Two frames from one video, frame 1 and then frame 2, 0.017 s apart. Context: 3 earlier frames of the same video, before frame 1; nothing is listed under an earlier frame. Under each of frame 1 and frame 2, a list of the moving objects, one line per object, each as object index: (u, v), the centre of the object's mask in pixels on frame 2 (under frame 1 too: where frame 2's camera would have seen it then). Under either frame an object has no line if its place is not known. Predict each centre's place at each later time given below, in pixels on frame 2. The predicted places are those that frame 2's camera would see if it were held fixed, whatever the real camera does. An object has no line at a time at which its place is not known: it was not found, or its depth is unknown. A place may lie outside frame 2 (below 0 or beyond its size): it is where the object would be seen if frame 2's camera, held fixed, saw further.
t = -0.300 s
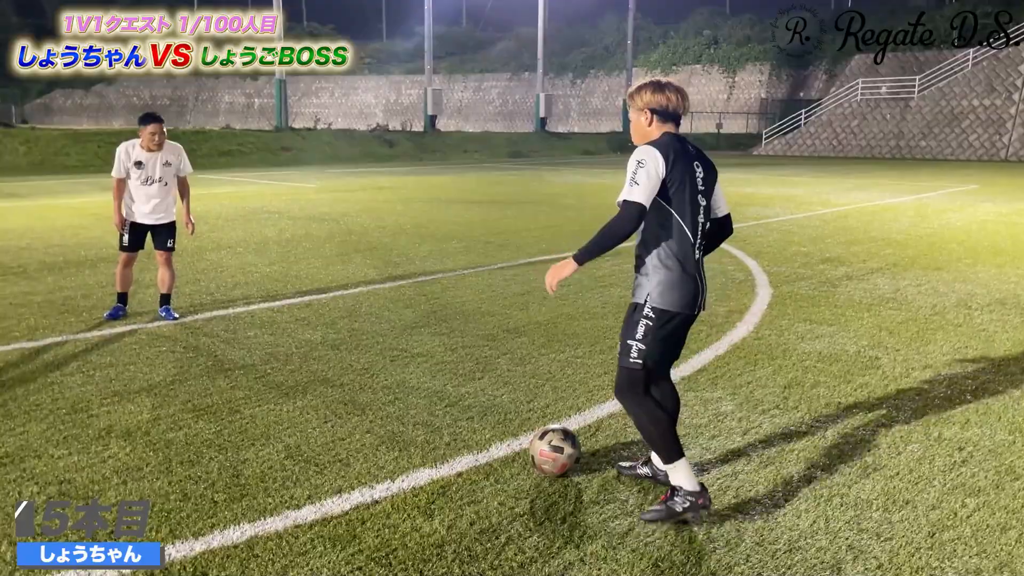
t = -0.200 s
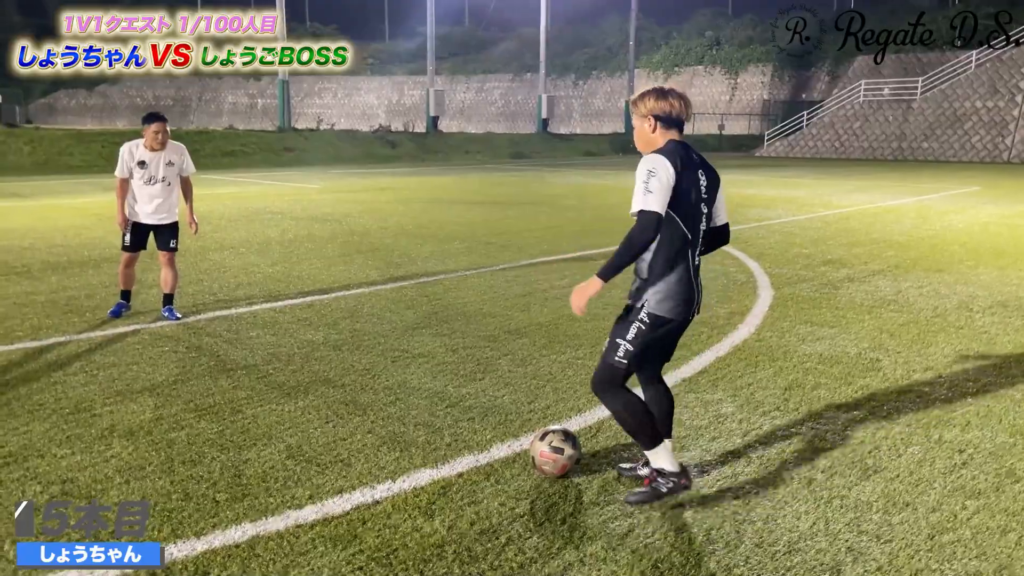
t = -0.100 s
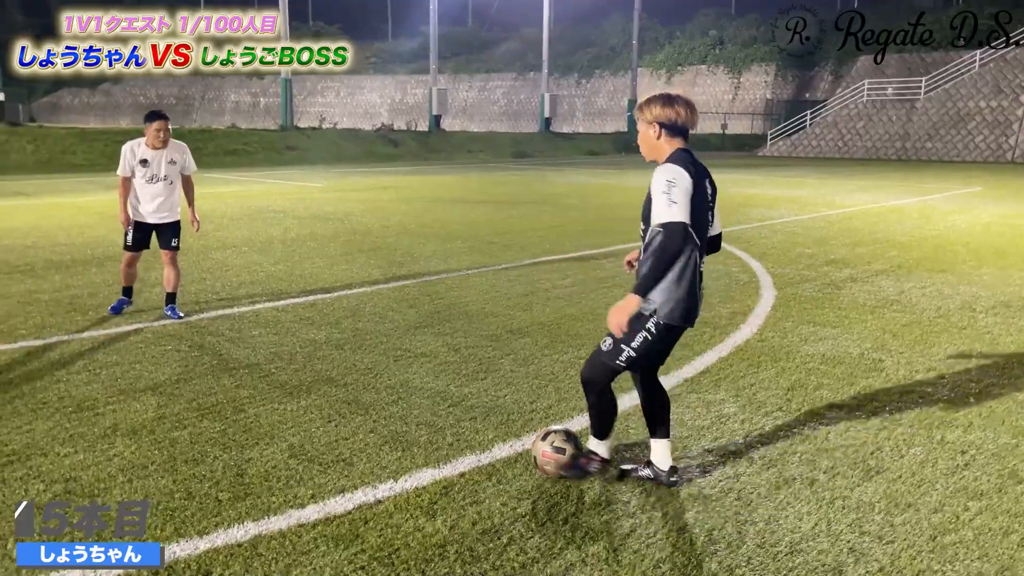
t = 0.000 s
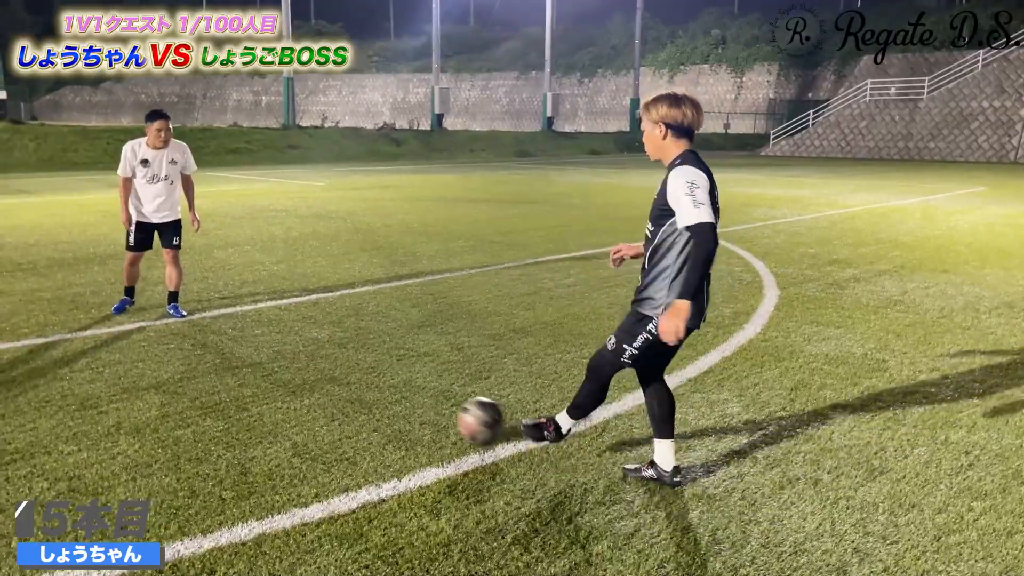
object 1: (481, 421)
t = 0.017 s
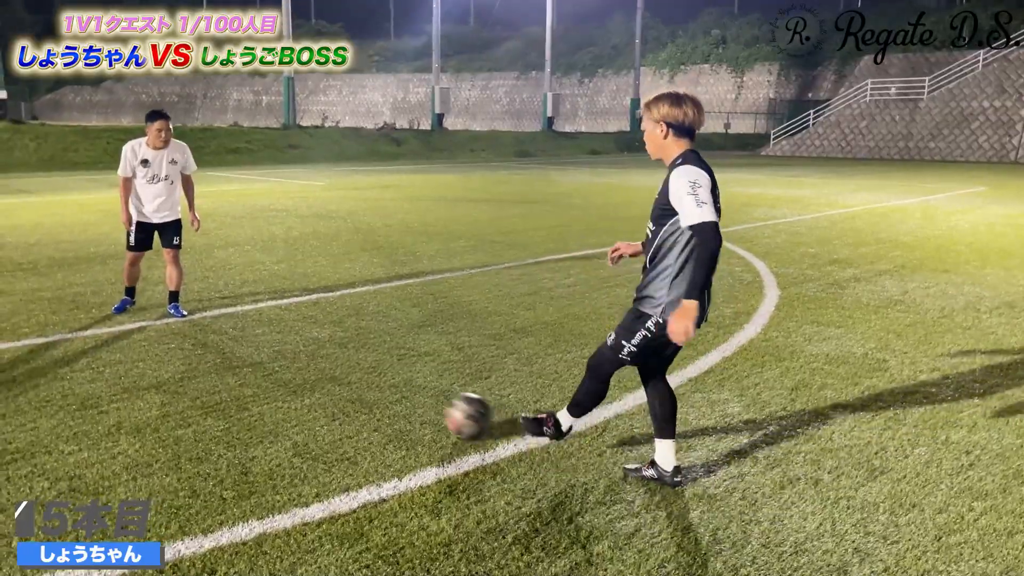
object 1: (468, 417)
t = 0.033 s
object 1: (457, 413)
